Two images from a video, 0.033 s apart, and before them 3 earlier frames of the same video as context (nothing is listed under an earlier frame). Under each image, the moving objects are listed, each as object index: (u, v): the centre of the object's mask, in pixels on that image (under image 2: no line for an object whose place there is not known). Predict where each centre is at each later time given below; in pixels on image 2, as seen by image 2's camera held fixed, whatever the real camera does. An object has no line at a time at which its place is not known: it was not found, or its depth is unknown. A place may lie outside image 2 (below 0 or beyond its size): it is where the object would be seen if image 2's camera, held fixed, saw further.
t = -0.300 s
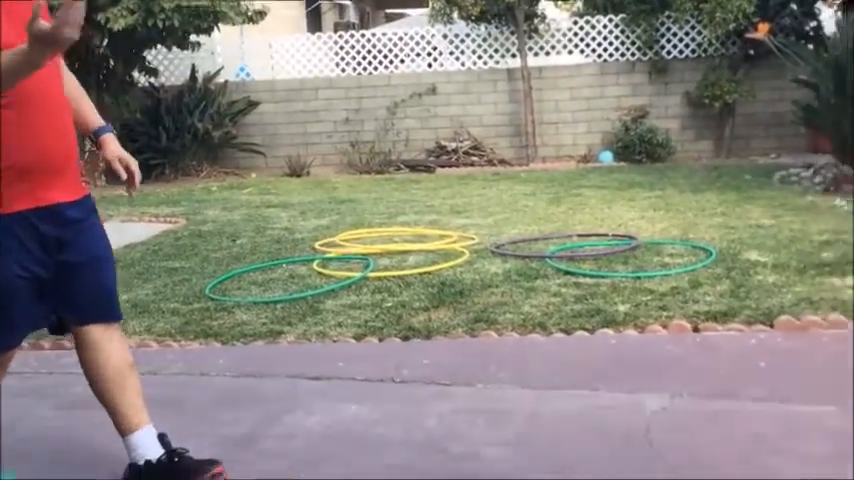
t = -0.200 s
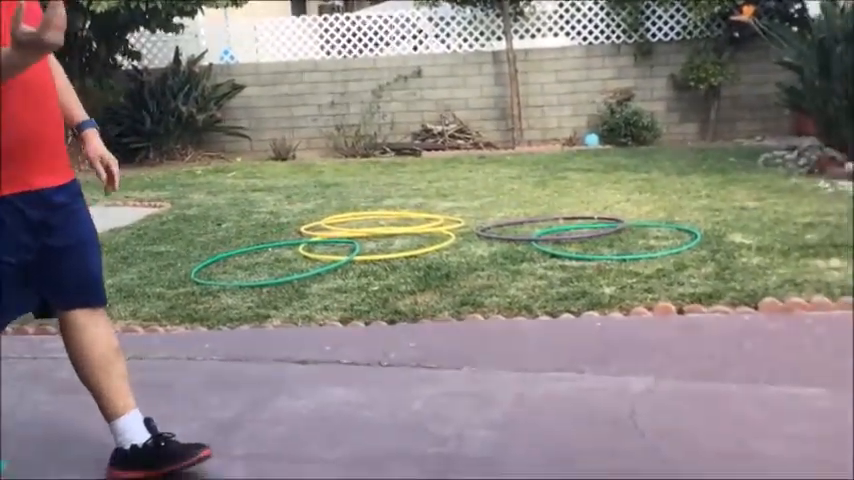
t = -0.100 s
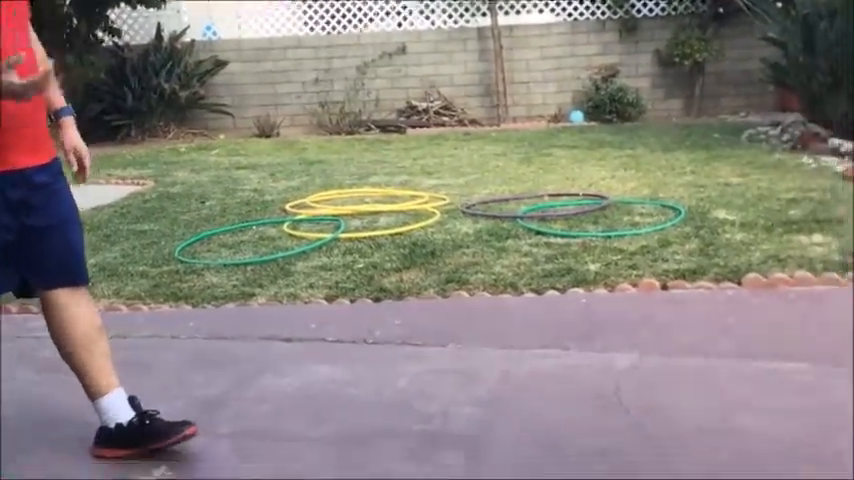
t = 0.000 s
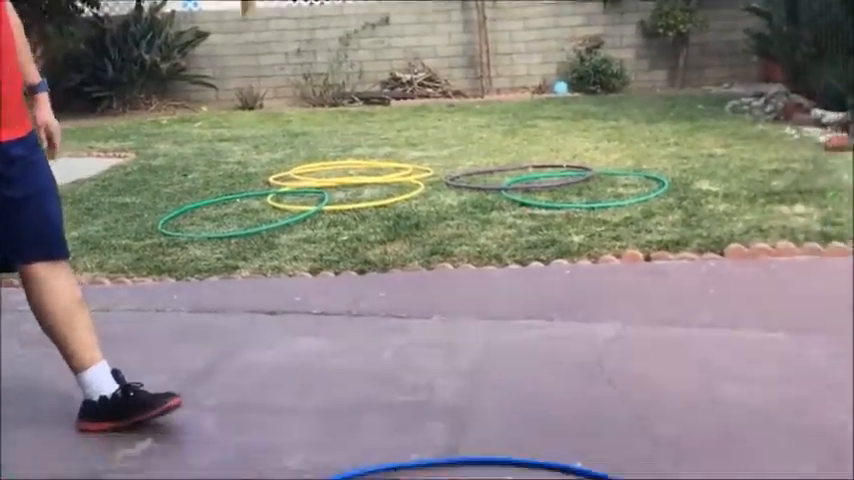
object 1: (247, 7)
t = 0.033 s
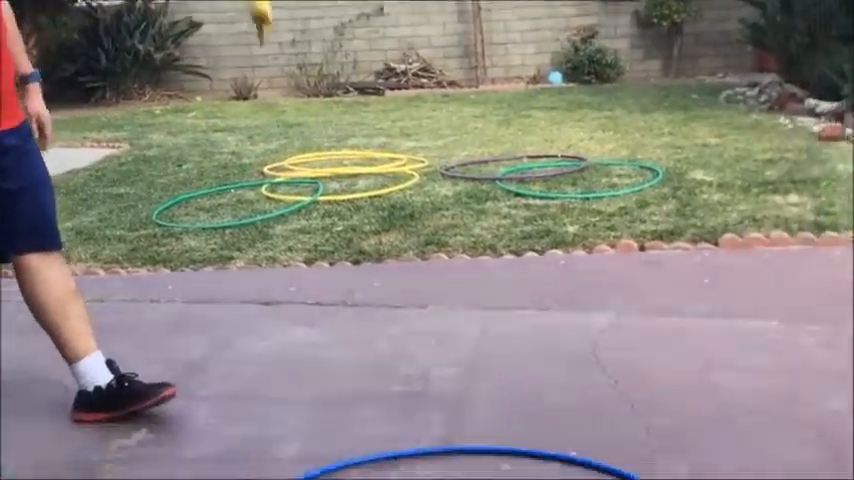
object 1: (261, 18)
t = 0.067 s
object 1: (279, 53)
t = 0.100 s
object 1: (297, 97)
